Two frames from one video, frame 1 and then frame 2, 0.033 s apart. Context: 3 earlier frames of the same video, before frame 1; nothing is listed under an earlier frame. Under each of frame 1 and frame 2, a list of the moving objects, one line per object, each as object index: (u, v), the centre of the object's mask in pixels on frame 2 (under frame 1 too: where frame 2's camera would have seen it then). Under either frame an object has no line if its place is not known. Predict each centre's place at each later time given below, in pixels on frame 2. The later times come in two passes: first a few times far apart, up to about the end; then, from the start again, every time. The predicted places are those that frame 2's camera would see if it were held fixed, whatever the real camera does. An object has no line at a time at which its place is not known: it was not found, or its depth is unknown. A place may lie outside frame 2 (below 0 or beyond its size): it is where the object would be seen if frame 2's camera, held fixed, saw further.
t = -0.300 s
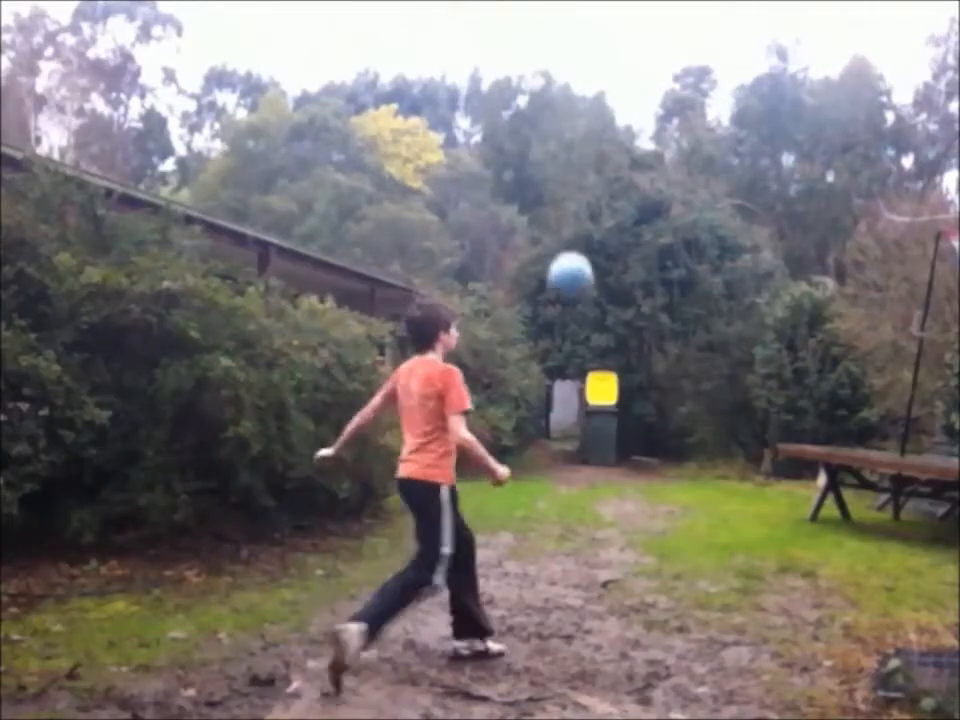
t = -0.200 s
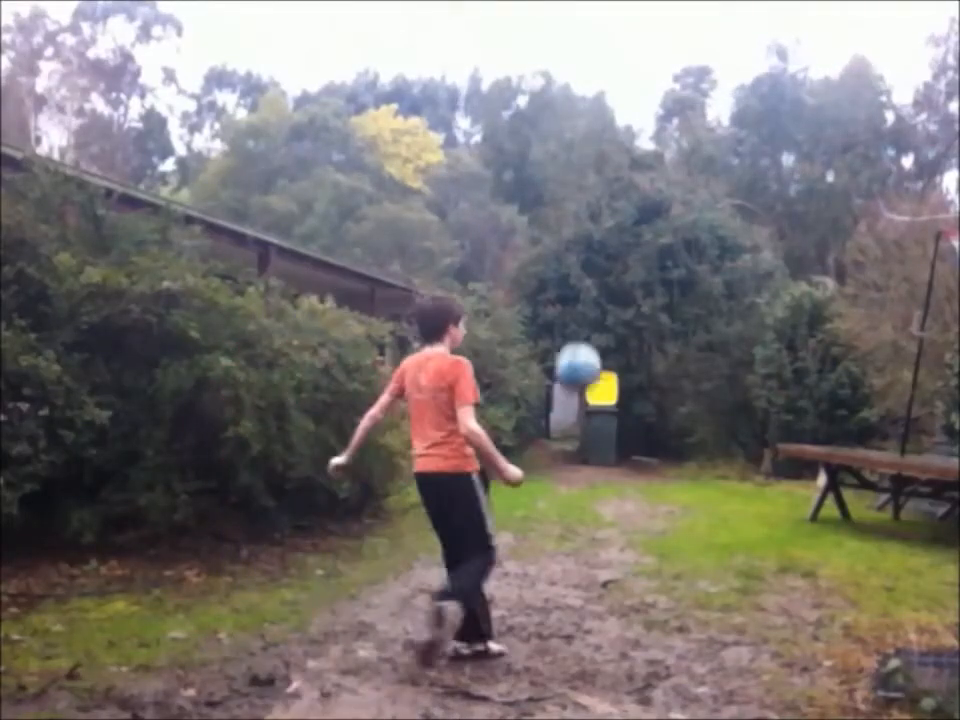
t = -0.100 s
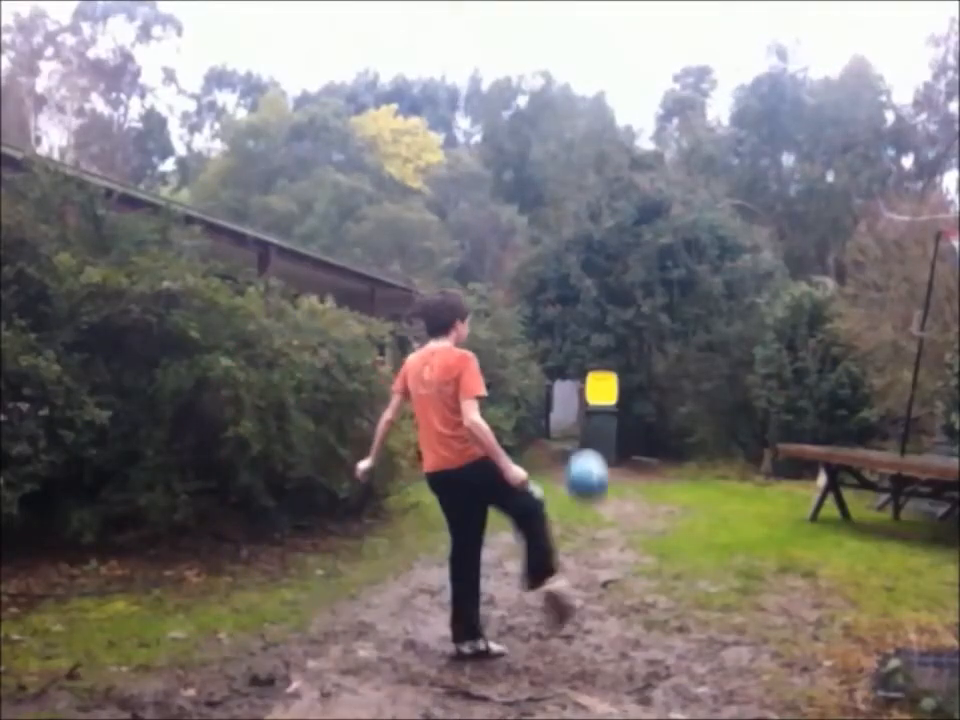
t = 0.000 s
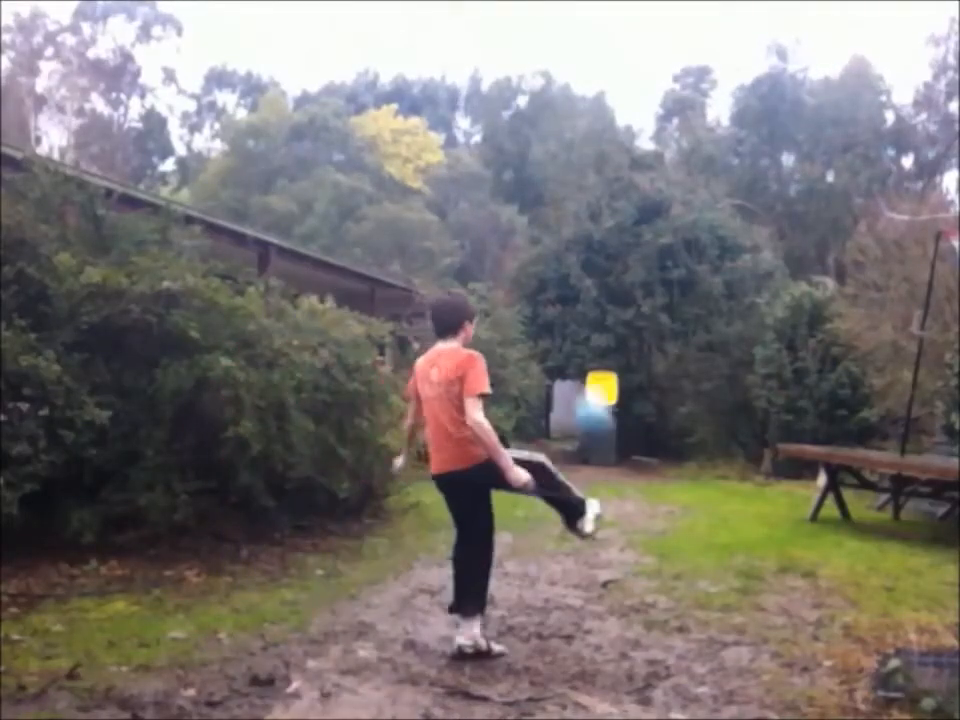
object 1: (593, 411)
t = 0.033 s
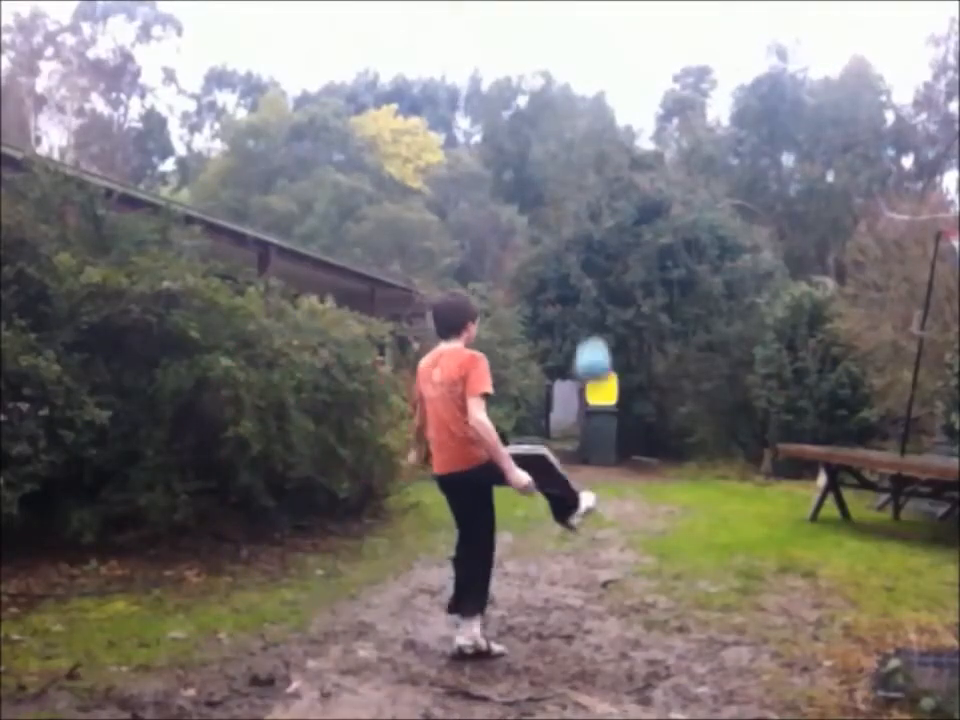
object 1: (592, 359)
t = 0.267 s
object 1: (594, 178)
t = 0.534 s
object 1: (593, 135)
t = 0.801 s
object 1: (591, 165)
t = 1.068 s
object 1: (592, 234)
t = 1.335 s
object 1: (591, 327)
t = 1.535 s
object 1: (589, 404)
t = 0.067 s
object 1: (593, 317)
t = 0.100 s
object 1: (593, 285)
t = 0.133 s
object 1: (593, 256)
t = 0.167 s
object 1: (593, 230)
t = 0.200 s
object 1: (593, 209)
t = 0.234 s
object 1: (593, 191)
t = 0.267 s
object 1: (594, 178)
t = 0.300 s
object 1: (594, 166)
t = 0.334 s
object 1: (594, 156)
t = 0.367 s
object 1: (594, 148)
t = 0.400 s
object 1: (594, 142)
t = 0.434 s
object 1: (594, 139)
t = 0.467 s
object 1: (593, 136)
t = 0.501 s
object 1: (593, 135)
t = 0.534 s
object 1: (593, 135)
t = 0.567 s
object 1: (592, 135)
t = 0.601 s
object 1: (592, 137)
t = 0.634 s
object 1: (592, 140)
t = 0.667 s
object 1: (592, 144)
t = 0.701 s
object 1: (592, 148)
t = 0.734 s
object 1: (592, 152)
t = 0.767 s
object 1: (591, 158)
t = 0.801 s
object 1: (591, 165)
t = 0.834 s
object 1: (591, 172)
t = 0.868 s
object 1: (591, 179)
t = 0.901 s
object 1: (591, 187)
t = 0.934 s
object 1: (591, 196)
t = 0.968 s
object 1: (591, 206)
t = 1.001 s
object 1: (591, 215)
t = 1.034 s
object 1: (591, 224)
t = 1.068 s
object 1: (592, 234)
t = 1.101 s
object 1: (592, 245)
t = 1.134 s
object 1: (592, 255)
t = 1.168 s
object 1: (592, 268)
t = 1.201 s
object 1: (592, 279)
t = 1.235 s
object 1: (591, 289)
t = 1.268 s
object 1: (592, 302)
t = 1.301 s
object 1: (591, 314)
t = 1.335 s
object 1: (591, 327)
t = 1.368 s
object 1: (591, 340)
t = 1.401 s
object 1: (592, 353)
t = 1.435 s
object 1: (591, 365)
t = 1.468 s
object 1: (590, 378)
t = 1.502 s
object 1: (590, 393)
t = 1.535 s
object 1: (589, 404)
